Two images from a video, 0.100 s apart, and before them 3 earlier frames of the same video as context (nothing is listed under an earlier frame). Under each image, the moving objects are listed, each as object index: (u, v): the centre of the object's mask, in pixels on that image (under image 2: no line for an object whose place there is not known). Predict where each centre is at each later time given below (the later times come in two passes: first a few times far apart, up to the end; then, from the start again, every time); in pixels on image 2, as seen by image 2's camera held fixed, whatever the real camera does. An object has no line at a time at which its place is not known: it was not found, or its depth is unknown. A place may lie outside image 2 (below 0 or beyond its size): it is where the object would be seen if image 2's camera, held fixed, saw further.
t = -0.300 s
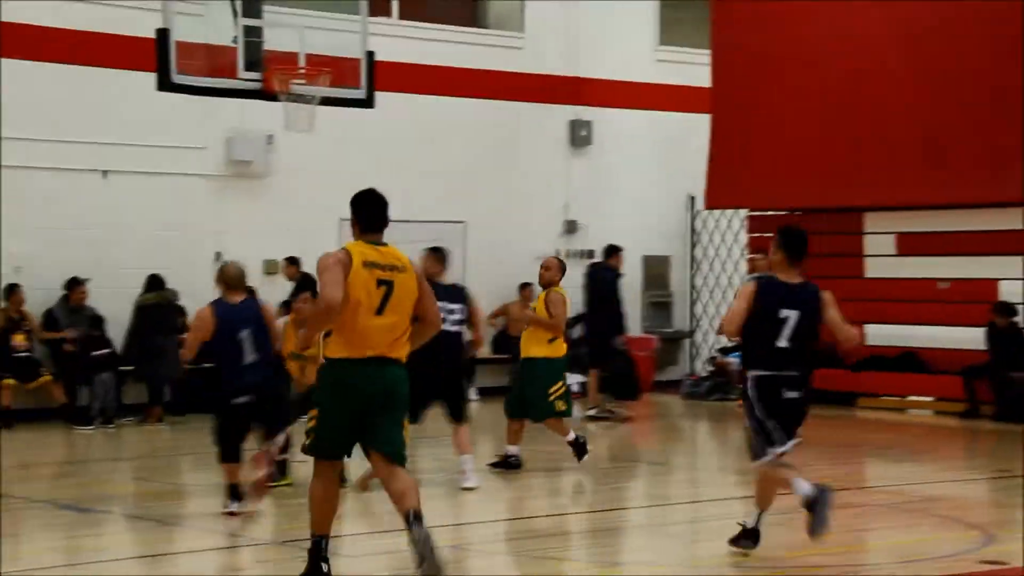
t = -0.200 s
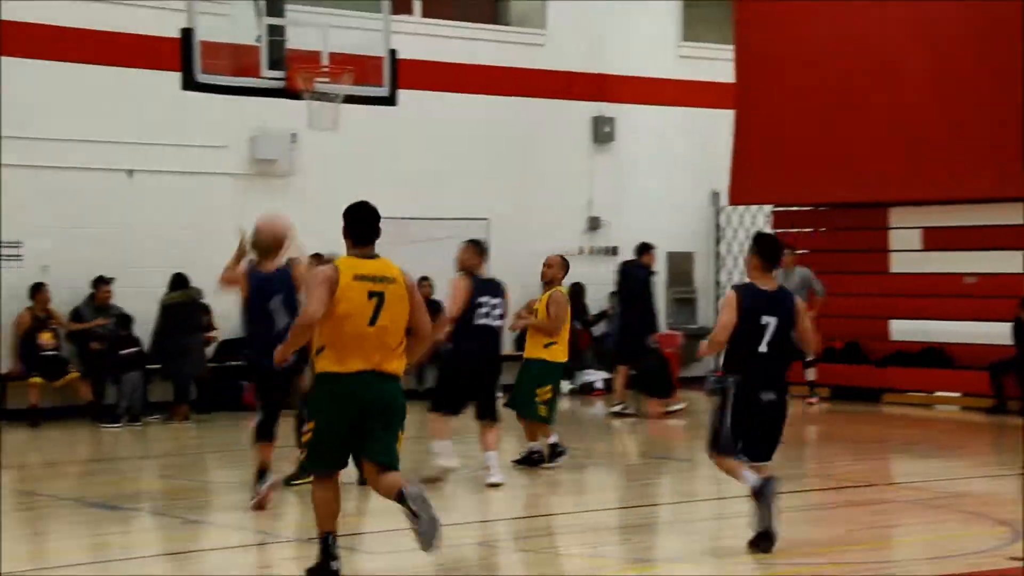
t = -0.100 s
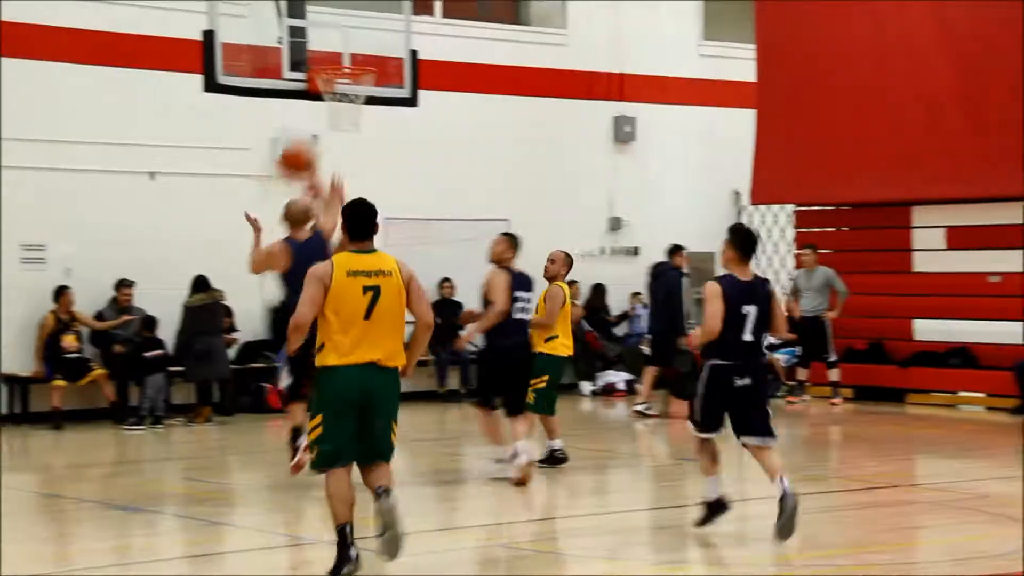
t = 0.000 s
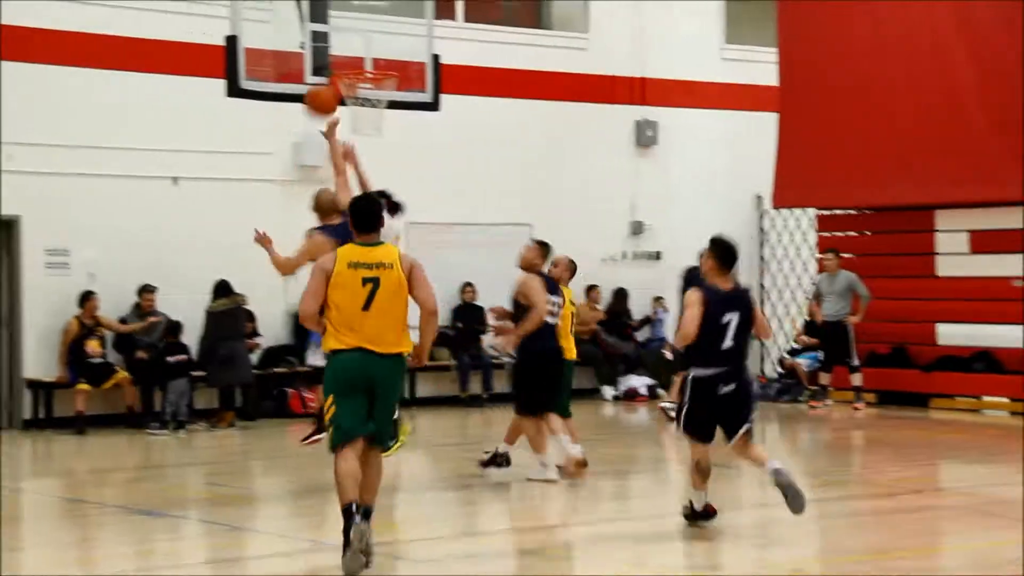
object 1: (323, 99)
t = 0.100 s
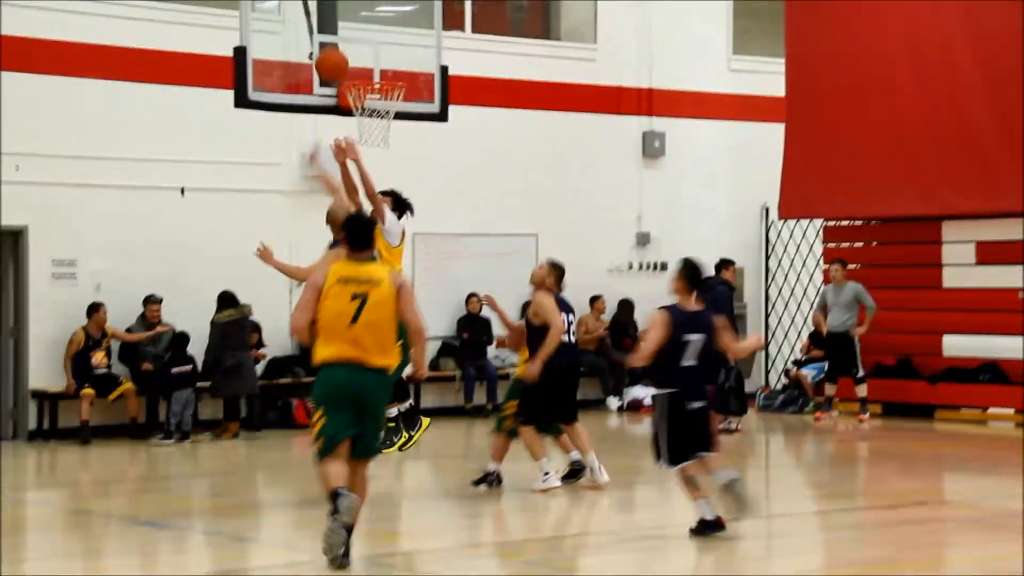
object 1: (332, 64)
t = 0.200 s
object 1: (335, 32)
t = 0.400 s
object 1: (340, 14)
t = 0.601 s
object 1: (348, 46)
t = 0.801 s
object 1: (358, 98)
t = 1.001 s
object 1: (377, 114)
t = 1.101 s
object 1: (390, 135)
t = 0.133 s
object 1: (332, 51)
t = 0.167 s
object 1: (333, 41)
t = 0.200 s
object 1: (335, 32)
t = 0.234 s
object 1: (335, 25)
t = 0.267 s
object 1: (336, 19)
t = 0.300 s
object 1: (336, 16)
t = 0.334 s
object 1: (339, 14)
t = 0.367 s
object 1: (340, 13)
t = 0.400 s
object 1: (340, 14)
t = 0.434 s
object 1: (342, 16)
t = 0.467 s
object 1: (342, 20)
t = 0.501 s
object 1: (343, 24)
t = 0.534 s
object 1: (344, 31)
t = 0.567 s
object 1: (345, 38)
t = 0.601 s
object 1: (348, 46)
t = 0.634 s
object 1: (356, 51)
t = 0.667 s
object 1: (365, 58)
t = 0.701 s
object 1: (374, 66)
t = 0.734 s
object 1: (383, 73)
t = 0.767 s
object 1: (389, 77)
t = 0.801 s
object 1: (358, 98)
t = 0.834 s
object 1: (365, 98)
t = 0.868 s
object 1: (361, 97)
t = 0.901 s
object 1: (365, 97)
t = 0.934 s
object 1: (370, 103)
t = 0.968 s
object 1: (368, 104)
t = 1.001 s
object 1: (377, 114)
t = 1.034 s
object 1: (383, 120)
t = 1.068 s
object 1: (386, 124)
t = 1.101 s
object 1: (390, 135)
